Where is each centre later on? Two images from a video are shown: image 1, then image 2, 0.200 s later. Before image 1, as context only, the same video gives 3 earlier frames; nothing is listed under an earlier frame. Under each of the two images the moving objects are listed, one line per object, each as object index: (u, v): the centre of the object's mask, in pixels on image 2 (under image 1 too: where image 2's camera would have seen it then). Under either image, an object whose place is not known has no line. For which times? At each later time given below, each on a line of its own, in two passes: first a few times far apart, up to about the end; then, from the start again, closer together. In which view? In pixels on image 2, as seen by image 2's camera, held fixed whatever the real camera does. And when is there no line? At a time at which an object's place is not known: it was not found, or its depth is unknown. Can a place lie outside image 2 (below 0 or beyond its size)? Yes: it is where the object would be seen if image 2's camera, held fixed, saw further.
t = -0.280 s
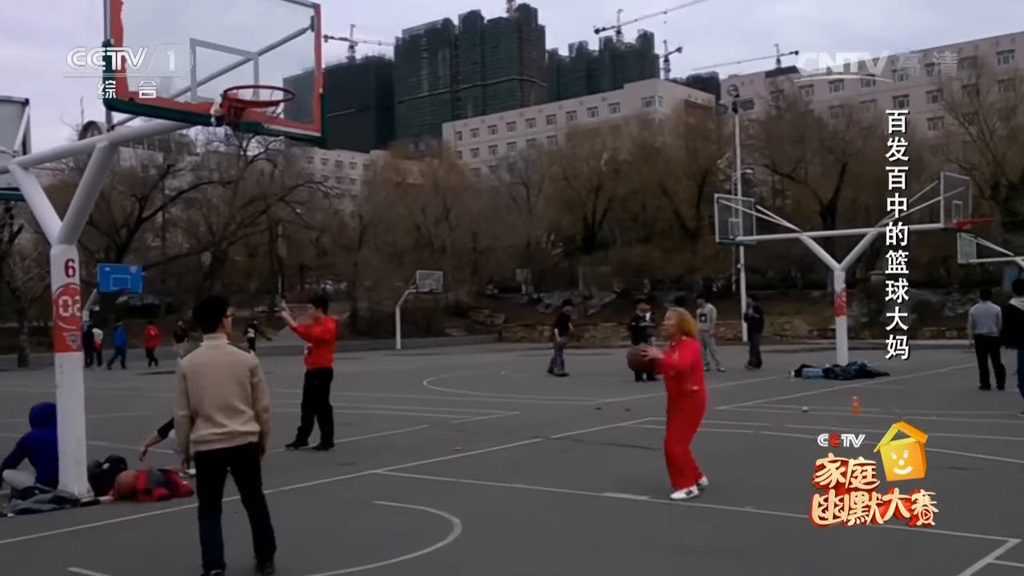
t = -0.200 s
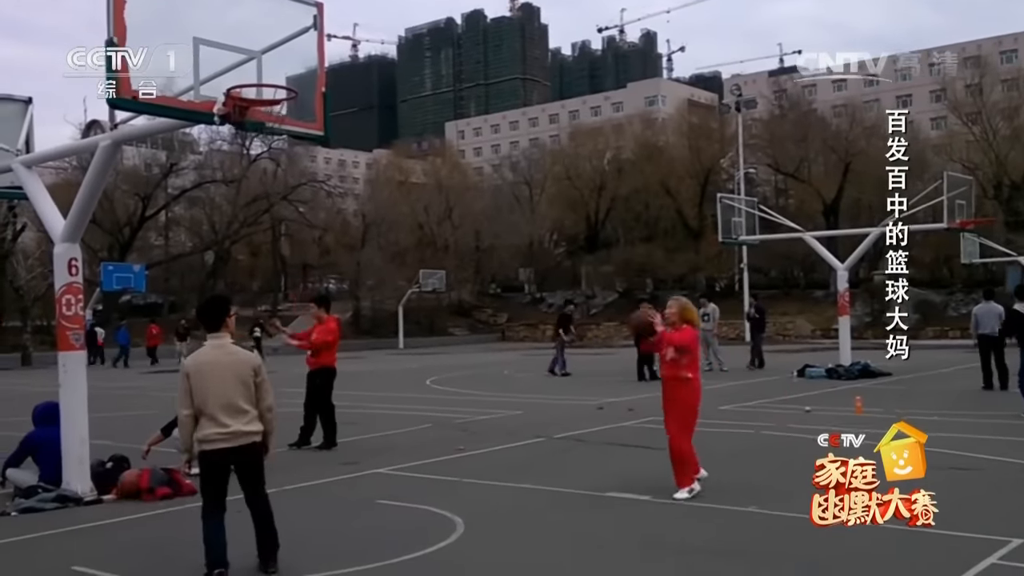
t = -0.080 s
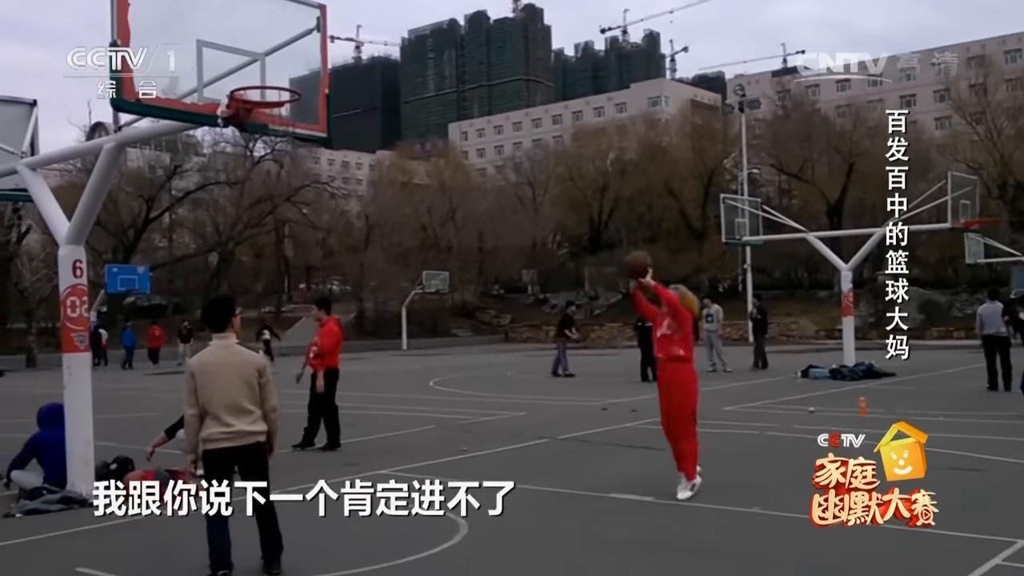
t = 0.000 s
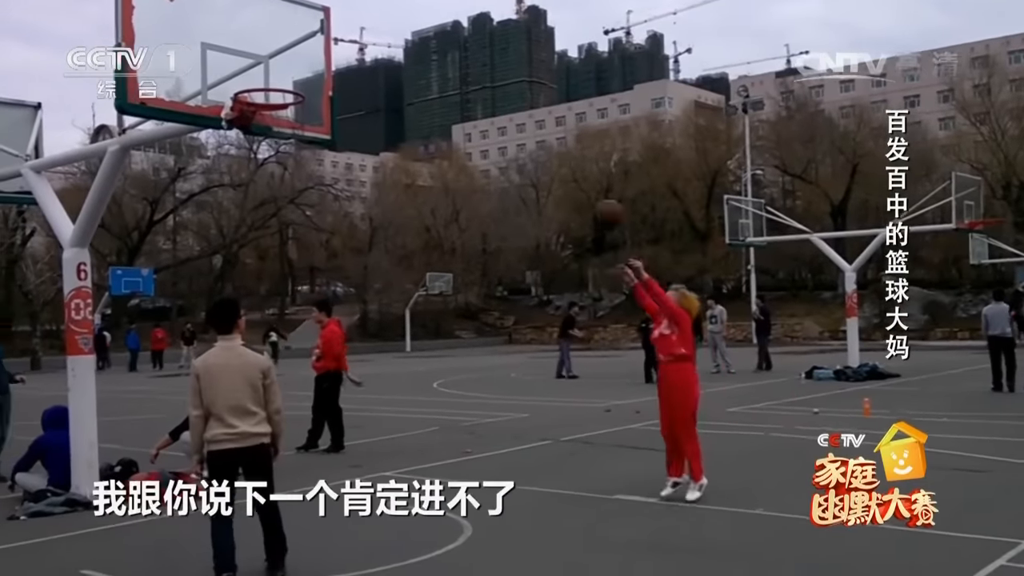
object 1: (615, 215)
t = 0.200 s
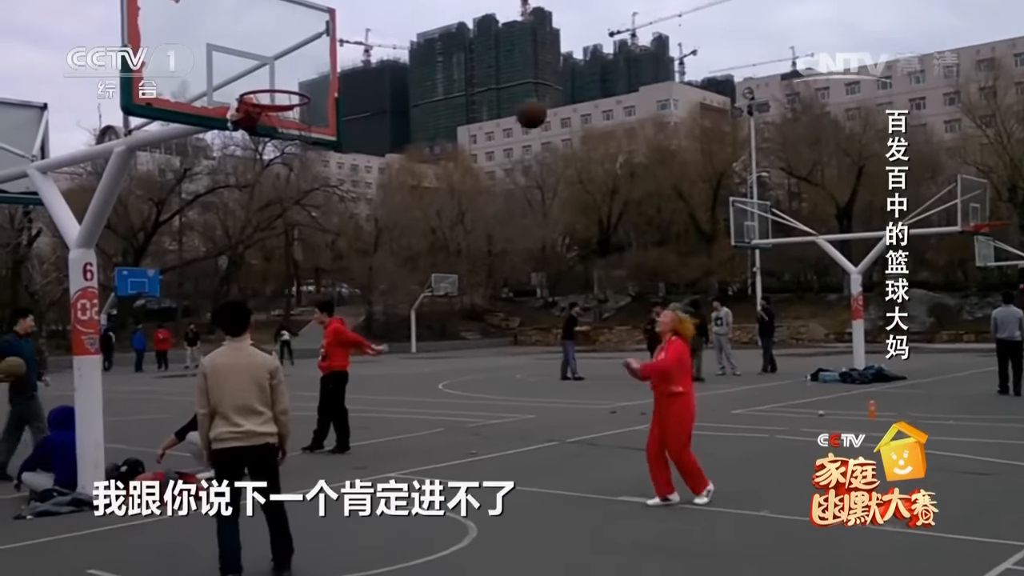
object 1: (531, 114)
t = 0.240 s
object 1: (514, 98)
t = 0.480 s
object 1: (413, 45)
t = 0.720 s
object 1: (305, 65)
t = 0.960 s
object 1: (304, 118)
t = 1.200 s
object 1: (293, 135)
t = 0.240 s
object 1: (514, 98)
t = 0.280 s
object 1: (498, 84)
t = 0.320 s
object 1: (481, 72)
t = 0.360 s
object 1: (465, 63)
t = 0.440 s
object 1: (431, 49)
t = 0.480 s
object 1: (413, 45)
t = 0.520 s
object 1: (395, 42)
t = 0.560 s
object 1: (378, 42)
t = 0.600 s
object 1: (359, 45)
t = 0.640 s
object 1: (341, 49)
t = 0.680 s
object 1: (323, 55)
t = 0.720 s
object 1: (305, 65)
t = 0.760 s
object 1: (286, 75)
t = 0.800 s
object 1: (267, 89)
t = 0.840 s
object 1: (266, 101)
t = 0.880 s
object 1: (286, 111)
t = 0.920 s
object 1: (299, 117)
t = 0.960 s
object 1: (304, 118)
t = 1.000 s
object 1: (306, 119)
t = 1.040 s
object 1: (305, 120)
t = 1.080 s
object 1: (303, 124)
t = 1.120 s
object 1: (300, 126)
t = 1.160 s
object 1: (296, 130)
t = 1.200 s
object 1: (293, 135)
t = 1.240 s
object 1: (289, 139)
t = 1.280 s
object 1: (284, 151)
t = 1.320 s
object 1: (280, 163)
